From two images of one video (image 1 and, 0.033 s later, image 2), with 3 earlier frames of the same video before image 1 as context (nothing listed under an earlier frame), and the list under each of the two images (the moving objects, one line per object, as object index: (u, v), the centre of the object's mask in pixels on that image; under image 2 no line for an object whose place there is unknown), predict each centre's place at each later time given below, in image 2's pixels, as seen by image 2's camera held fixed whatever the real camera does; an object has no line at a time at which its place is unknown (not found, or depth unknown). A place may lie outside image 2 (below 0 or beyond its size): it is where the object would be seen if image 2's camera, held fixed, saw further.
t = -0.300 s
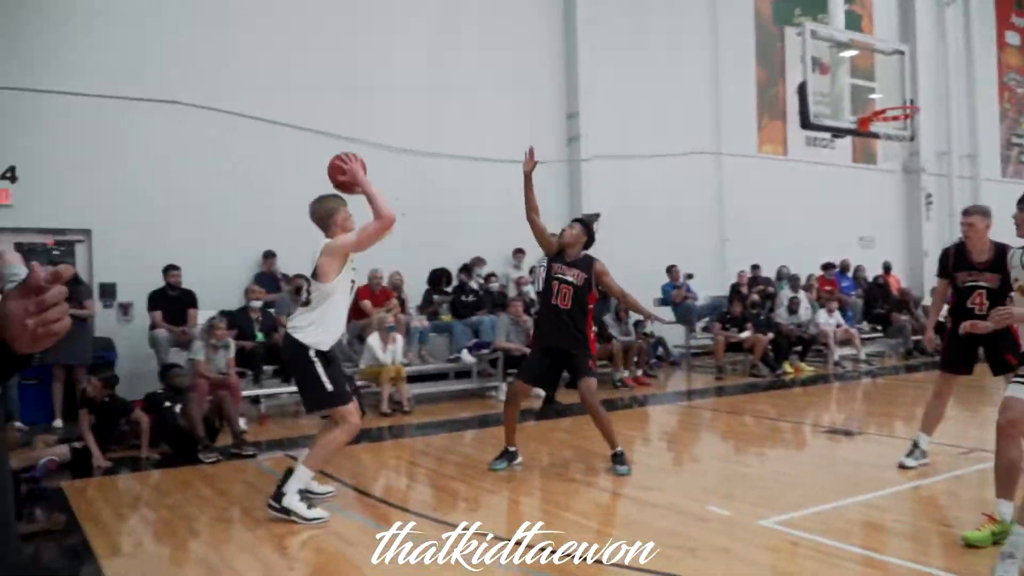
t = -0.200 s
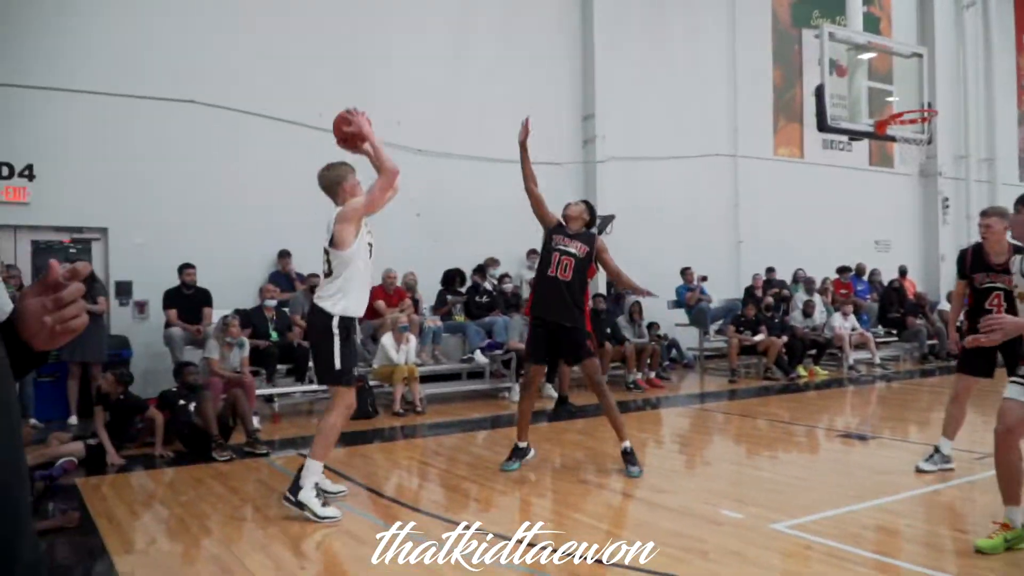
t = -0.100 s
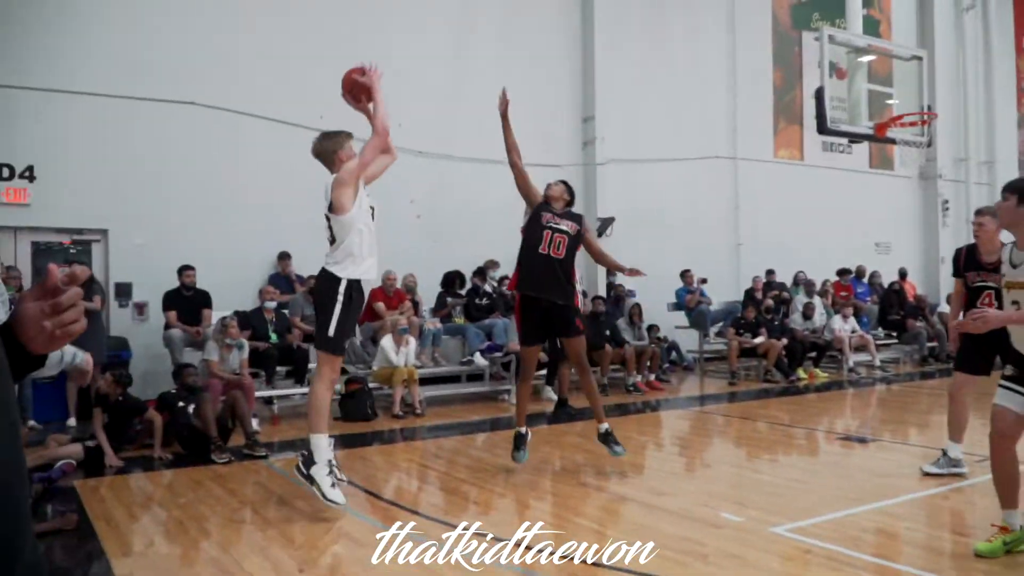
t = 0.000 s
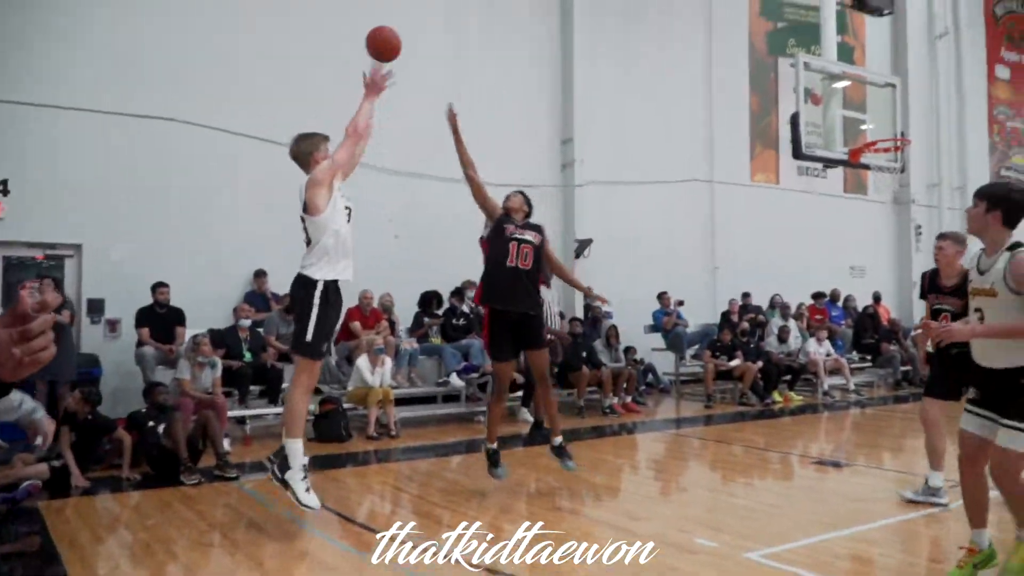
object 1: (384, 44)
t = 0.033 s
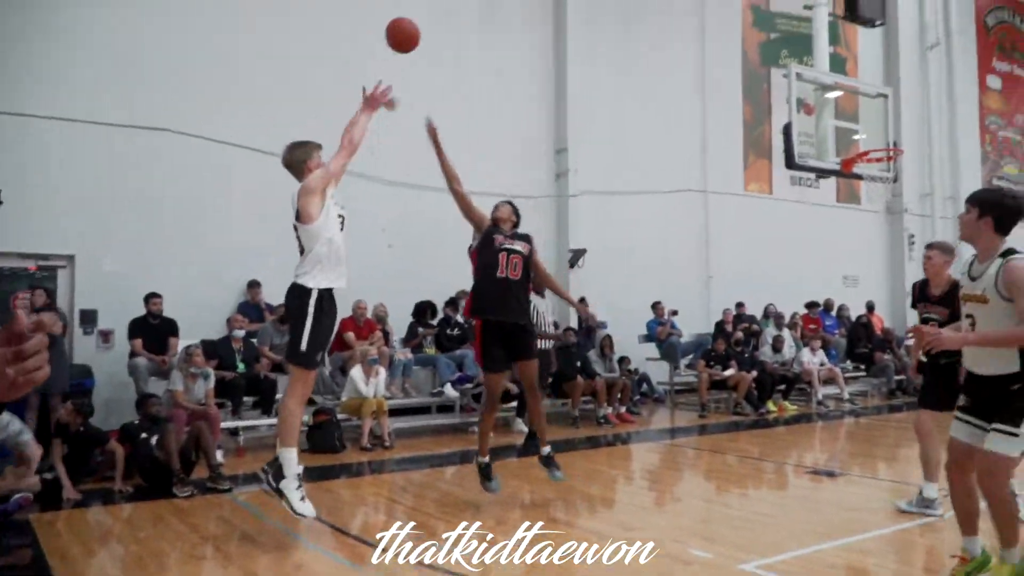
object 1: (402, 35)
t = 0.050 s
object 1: (415, 26)
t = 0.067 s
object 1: (428, 16)
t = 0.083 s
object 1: (439, 7)
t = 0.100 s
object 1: (451, -2)
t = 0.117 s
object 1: (462, -9)
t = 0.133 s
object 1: (474, -16)
